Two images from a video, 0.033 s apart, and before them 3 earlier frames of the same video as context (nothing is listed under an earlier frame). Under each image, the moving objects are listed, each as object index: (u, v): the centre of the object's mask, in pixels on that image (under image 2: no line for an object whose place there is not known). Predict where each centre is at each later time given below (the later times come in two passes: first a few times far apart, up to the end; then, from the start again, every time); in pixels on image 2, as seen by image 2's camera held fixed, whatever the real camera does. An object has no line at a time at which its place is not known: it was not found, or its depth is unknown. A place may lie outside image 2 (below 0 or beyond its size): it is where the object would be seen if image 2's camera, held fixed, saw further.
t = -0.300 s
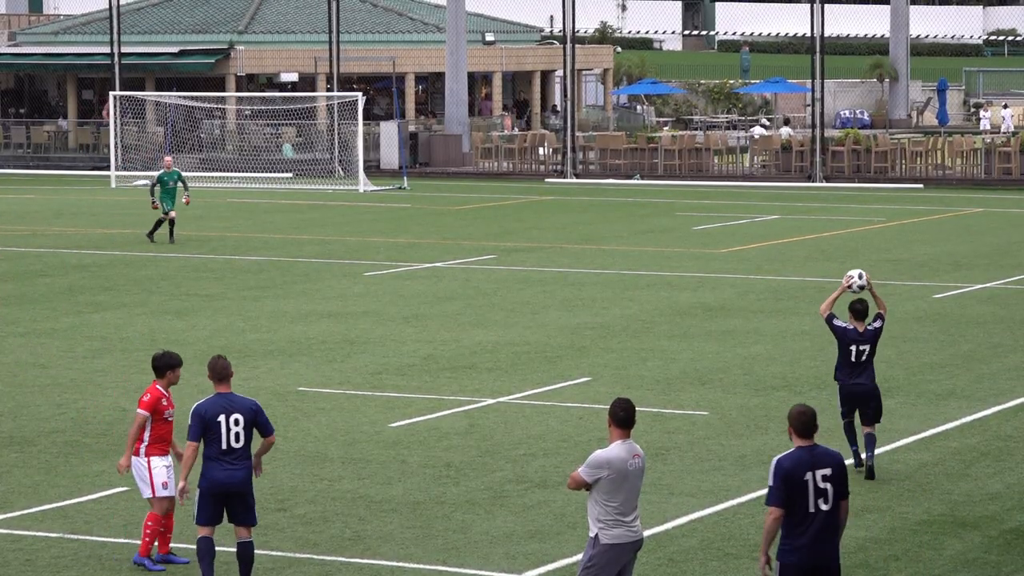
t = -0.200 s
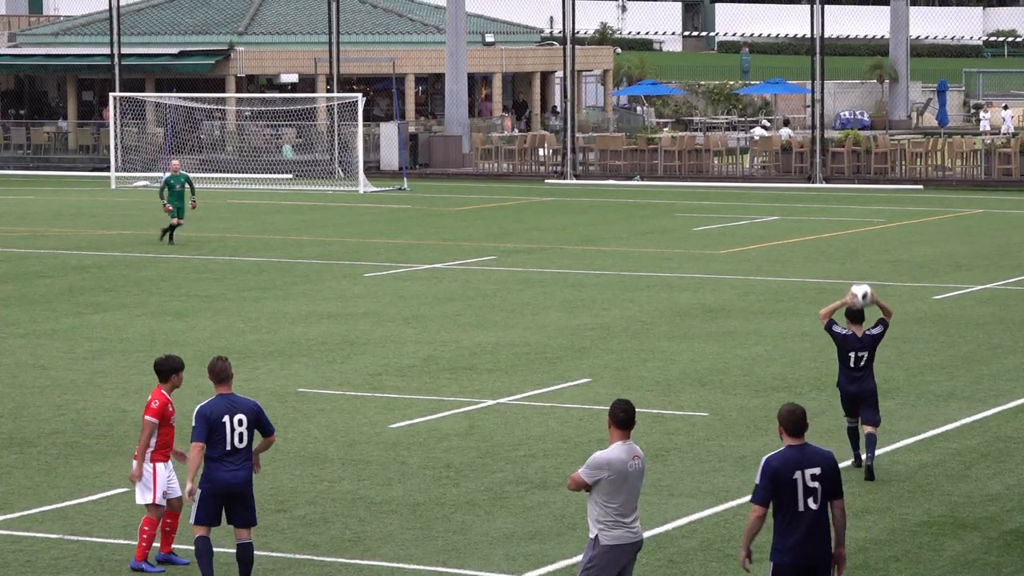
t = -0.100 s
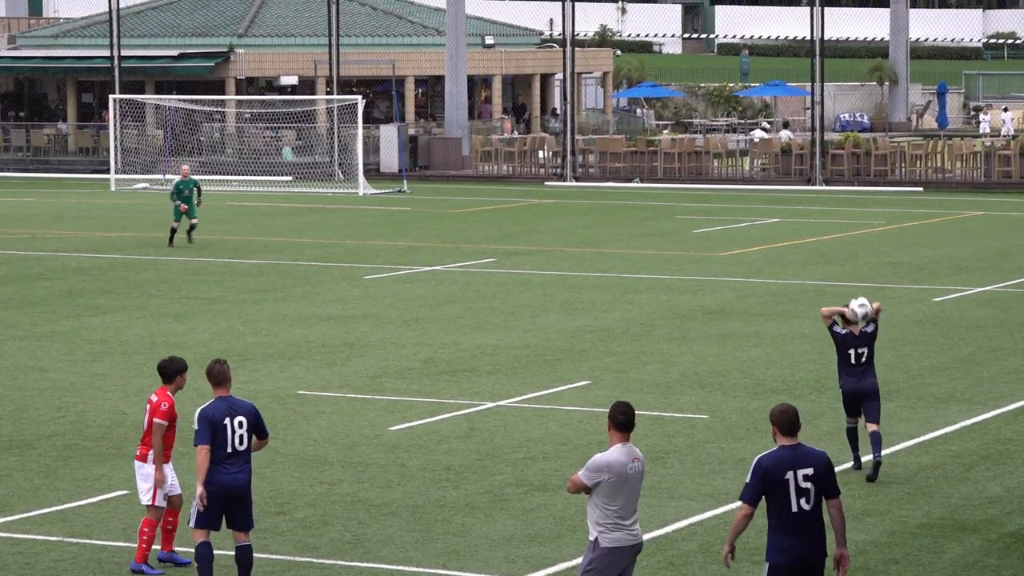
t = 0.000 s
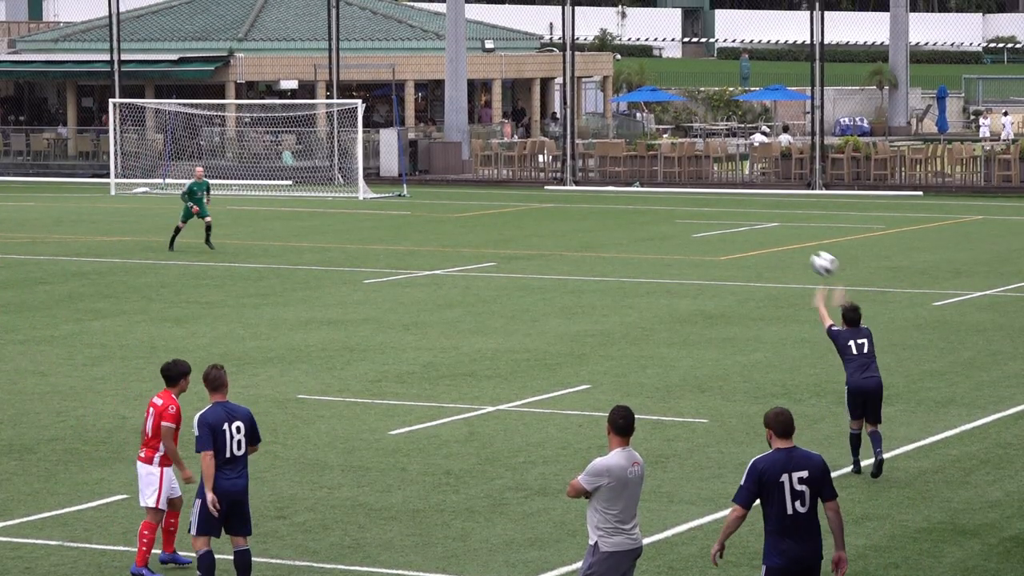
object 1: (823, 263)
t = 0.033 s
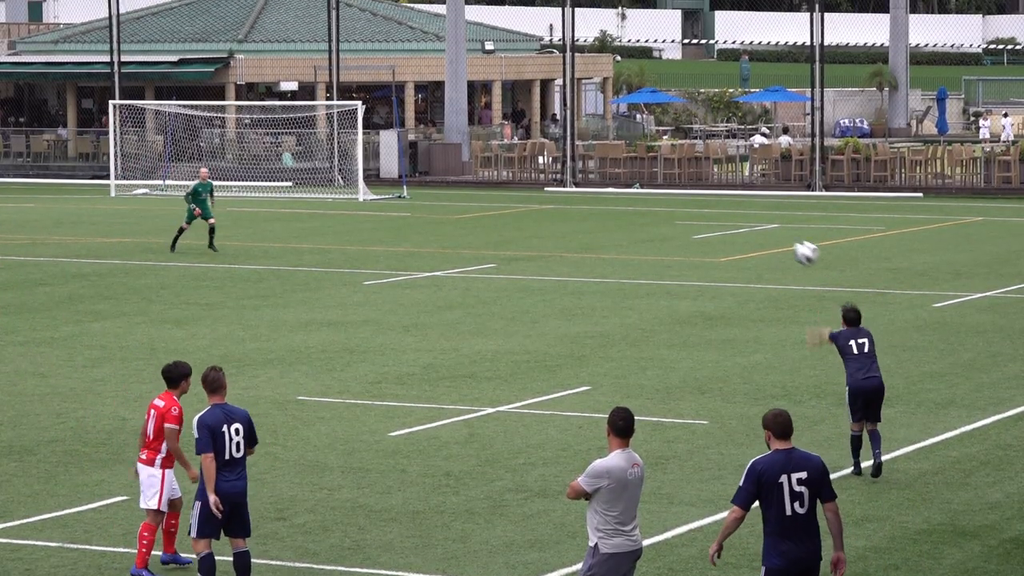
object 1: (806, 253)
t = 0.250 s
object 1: (702, 209)
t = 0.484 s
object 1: (613, 210)
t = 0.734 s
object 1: (545, 258)
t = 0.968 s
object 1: (493, 307)
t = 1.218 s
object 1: (454, 236)
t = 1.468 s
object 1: (421, 218)
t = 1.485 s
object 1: (419, 218)
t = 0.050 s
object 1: (797, 247)
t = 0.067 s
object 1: (789, 242)
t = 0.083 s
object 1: (780, 237)
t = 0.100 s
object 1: (772, 233)
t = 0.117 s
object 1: (764, 229)
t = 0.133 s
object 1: (756, 226)
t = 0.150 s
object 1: (747, 221)
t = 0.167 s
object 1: (739, 219)
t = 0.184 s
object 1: (732, 217)
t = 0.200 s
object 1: (724, 215)
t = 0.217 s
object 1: (716, 212)
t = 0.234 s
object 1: (709, 210)
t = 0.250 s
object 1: (702, 209)
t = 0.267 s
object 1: (694, 208)
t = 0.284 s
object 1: (687, 207)
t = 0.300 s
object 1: (680, 206)
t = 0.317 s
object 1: (673, 206)
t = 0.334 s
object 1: (667, 205)
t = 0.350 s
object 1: (660, 205)
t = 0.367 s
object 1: (654, 205)
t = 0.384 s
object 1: (647, 205)
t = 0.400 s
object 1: (641, 205)
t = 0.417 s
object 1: (635, 206)
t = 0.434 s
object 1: (629, 207)
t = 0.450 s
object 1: (624, 208)
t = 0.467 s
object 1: (618, 209)
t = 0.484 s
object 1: (613, 210)
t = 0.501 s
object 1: (608, 212)
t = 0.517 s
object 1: (603, 214)
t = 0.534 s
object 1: (598, 216)
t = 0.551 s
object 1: (593, 219)
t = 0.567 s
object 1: (588, 221)
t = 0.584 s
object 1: (583, 224)
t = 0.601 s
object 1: (578, 227)
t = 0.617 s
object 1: (574, 229)
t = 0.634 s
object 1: (570, 233)
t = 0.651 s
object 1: (565, 237)
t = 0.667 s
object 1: (561, 241)
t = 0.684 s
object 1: (557, 245)
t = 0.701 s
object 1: (553, 249)
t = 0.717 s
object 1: (549, 254)
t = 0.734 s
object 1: (545, 258)
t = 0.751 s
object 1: (540, 263)
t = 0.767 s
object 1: (536, 268)
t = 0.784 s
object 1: (533, 273)
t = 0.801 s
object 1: (529, 278)
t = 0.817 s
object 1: (524, 284)
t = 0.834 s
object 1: (521, 289)
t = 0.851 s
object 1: (517, 295)
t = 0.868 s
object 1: (513, 301)
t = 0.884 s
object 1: (510, 307)
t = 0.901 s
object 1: (506, 313)
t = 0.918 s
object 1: (502, 319)
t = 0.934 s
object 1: (498, 321)
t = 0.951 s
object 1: (496, 314)
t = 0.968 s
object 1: (493, 307)
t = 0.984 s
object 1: (490, 301)
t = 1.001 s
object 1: (487, 294)
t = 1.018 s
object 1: (485, 289)
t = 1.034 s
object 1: (482, 283)
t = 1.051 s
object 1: (480, 276)
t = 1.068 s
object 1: (477, 272)
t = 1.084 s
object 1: (474, 266)
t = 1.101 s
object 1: (472, 262)
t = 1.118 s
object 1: (470, 257)
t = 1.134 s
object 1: (467, 253)
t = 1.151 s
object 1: (465, 249)
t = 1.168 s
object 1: (462, 245)
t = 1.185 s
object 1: (459, 242)
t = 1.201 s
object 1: (457, 239)
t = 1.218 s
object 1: (454, 236)
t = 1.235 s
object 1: (452, 233)
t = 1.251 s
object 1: (450, 231)
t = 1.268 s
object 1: (447, 229)
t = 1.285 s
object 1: (445, 227)
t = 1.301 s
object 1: (443, 225)
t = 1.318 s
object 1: (441, 223)
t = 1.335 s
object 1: (438, 222)
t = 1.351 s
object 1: (436, 221)
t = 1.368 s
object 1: (434, 220)
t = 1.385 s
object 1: (432, 219)
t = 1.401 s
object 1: (429, 218)
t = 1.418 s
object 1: (427, 218)
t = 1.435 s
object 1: (425, 218)
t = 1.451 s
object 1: (423, 218)
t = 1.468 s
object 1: (421, 218)
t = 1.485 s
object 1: (419, 218)
